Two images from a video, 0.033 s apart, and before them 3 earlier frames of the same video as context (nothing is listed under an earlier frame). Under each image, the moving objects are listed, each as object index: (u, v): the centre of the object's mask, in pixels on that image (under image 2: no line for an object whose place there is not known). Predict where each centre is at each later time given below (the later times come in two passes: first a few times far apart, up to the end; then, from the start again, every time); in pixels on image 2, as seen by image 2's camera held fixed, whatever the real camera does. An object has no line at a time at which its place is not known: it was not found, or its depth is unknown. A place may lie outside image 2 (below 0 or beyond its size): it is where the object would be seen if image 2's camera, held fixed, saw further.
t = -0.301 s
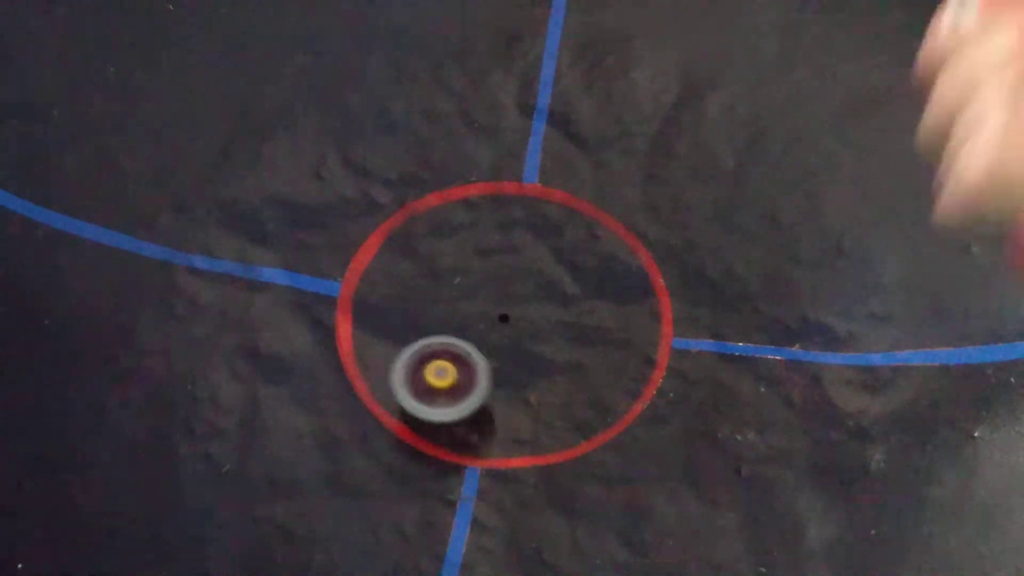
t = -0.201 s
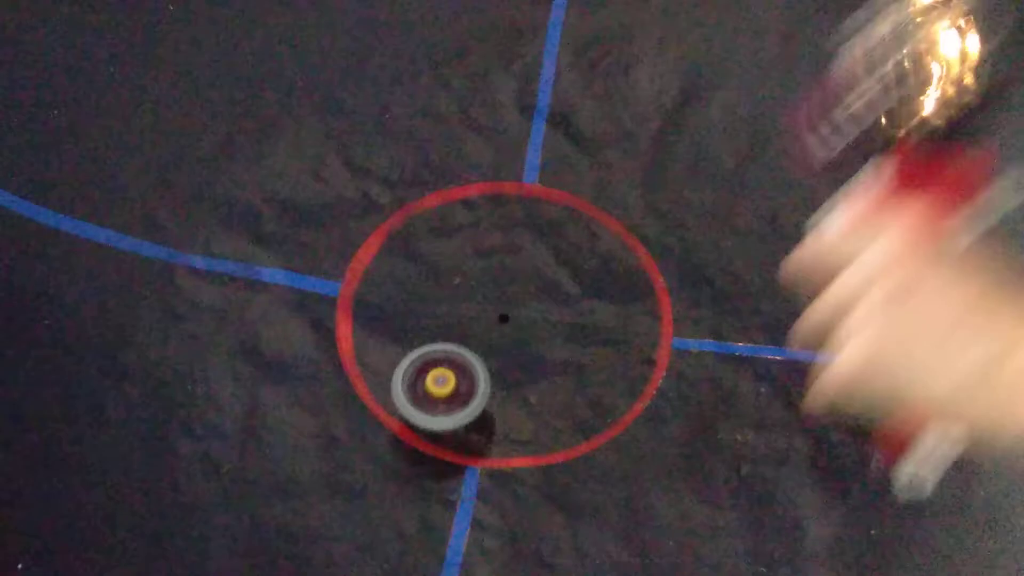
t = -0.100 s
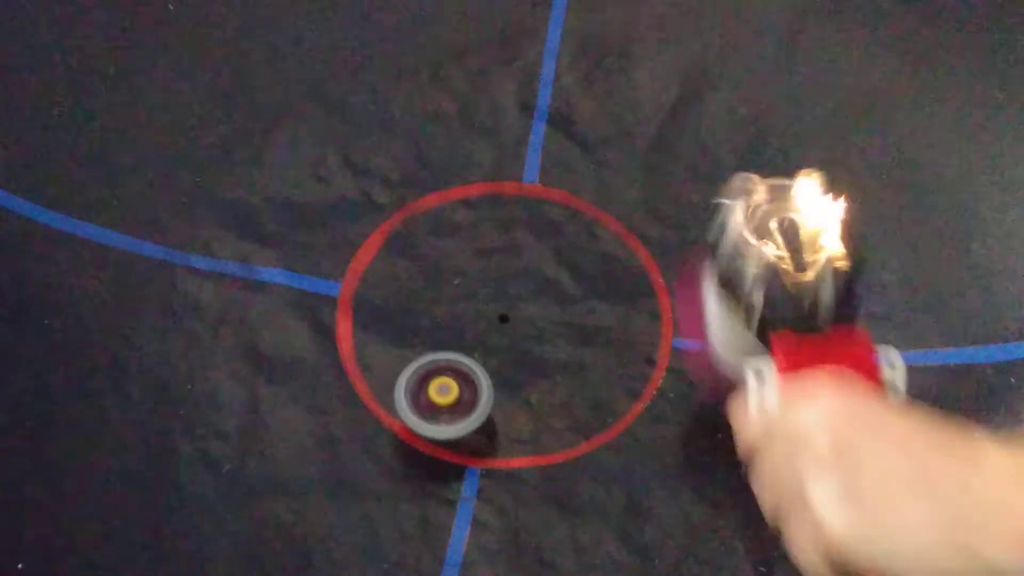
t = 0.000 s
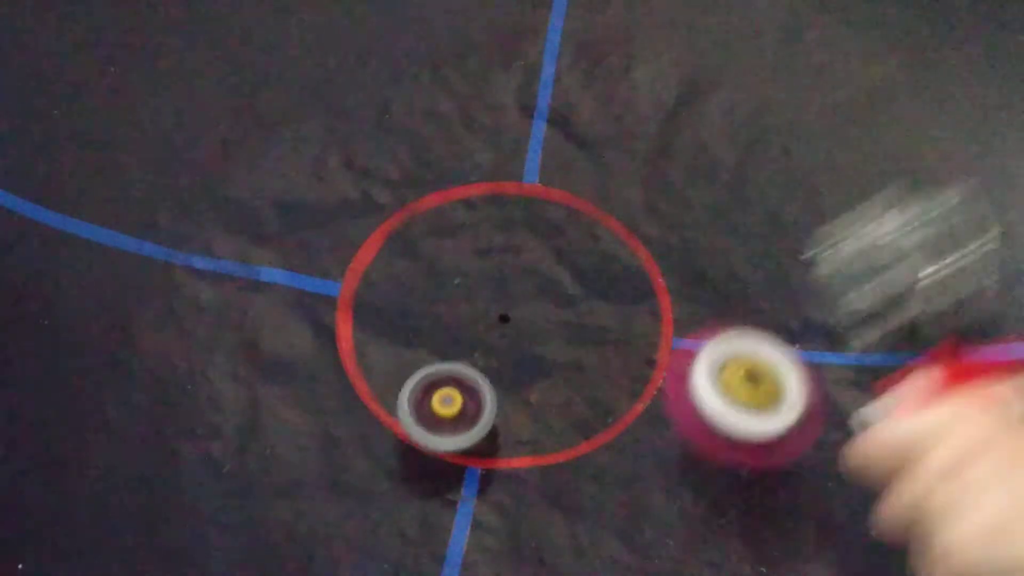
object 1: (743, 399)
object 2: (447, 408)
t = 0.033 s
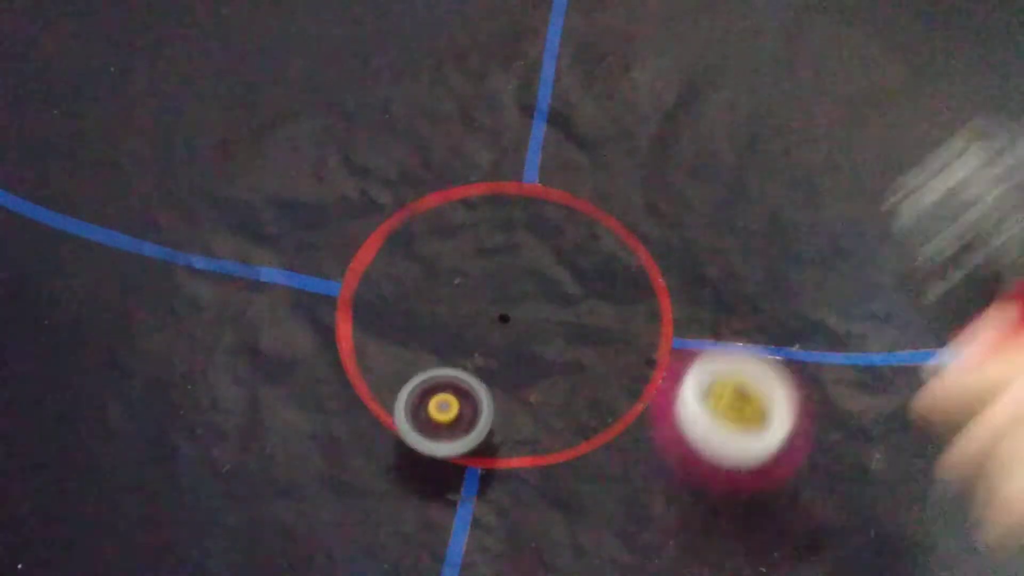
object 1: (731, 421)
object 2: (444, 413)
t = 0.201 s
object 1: (644, 482)
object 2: (429, 428)
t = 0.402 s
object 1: (532, 471)
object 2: (403, 401)
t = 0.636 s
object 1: (504, 385)
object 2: (362, 363)
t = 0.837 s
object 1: (537, 333)
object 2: (357, 343)
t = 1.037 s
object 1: (562, 261)
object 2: (336, 349)
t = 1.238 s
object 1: (574, 193)
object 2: (364, 351)
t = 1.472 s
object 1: (566, 150)
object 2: (366, 335)
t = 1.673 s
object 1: (544, 136)
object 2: (367, 337)
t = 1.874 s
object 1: (527, 130)
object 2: (368, 310)
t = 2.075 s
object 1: (505, 146)
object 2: (411, 299)
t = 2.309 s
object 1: (504, 183)
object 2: (486, 290)
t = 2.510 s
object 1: (531, 195)
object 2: (526, 304)
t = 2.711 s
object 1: (550, 204)
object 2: (561, 306)
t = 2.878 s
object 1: (565, 207)
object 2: (572, 310)
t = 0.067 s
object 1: (715, 453)
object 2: (441, 419)
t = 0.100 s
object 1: (699, 466)
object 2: (434, 423)
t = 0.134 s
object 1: (685, 465)
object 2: (430, 426)
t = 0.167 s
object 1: (667, 476)
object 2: (427, 427)
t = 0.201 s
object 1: (644, 482)
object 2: (429, 428)
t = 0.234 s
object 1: (615, 483)
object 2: (433, 430)
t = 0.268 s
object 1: (583, 482)
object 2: (439, 430)
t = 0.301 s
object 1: (559, 476)
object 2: (441, 429)
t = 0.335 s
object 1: (547, 475)
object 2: (429, 417)
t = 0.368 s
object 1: (540, 475)
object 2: (415, 407)
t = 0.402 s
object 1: (532, 471)
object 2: (403, 401)
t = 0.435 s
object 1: (524, 461)
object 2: (393, 396)
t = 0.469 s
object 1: (516, 444)
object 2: (385, 395)
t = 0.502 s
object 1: (503, 425)
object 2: (383, 396)
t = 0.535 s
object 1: (500, 412)
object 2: (378, 389)
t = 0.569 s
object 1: (502, 399)
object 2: (372, 378)
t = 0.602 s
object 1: (504, 392)
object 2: (368, 369)
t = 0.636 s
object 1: (504, 385)
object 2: (362, 363)
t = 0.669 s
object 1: (504, 375)
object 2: (356, 358)
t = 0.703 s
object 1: (507, 367)
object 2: (355, 353)
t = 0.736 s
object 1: (512, 359)
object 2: (357, 351)
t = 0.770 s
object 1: (519, 350)
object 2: (358, 348)
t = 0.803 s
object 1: (529, 341)
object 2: (358, 346)
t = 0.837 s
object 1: (537, 333)
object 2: (357, 343)
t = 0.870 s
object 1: (543, 325)
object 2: (355, 342)
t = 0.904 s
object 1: (549, 313)
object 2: (349, 340)
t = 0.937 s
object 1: (554, 299)
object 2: (340, 341)
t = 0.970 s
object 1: (558, 284)
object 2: (335, 344)
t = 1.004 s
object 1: (559, 273)
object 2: (334, 347)
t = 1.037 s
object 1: (562, 261)
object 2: (336, 349)
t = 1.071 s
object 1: (564, 246)
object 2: (342, 351)
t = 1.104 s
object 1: (566, 233)
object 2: (347, 351)
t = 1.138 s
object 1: (571, 218)
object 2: (352, 351)
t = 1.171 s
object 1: (573, 208)
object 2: (359, 351)
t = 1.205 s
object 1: (574, 201)
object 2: (364, 352)
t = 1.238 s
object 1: (574, 193)
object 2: (364, 351)
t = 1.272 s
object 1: (575, 187)
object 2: (363, 348)
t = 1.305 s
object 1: (577, 180)
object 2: (362, 346)
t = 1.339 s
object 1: (578, 175)
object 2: (362, 344)
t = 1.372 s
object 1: (579, 169)
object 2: (362, 341)
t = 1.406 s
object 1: (577, 161)
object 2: (365, 339)
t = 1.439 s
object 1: (572, 155)
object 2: (366, 337)
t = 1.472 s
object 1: (566, 150)
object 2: (366, 335)
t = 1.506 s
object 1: (563, 146)
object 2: (365, 334)
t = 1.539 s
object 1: (560, 144)
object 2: (364, 335)
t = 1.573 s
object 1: (556, 143)
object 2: (363, 335)
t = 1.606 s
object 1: (553, 140)
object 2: (364, 336)
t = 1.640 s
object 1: (549, 138)
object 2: (366, 336)
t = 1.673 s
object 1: (544, 136)
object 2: (367, 337)
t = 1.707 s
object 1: (541, 135)
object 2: (366, 338)
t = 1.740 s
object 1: (537, 134)
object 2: (365, 338)
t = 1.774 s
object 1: (534, 133)
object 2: (365, 333)
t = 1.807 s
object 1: (532, 132)
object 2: (366, 325)
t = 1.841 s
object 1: (530, 132)
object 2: (366, 317)
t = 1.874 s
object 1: (527, 130)
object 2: (368, 310)
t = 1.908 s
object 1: (524, 130)
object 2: (373, 306)
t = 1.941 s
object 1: (519, 130)
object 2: (377, 304)
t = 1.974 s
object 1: (515, 133)
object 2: (385, 302)
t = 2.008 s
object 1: (513, 137)
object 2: (393, 299)
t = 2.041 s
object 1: (509, 142)
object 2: (401, 298)
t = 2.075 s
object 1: (505, 146)
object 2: (411, 299)
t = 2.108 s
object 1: (500, 150)
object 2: (423, 303)
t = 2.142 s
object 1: (498, 154)
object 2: (432, 305)
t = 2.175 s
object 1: (496, 159)
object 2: (438, 304)
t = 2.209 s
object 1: (496, 164)
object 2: (450, 302)
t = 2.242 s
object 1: (497, 171)
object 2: (463, 300)
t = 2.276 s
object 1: (500, 177)
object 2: (474, 294)
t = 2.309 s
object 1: (504, 183)
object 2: (486, 290)
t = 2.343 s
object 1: (507, 187)
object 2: (497, 287)
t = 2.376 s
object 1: (509, 190)
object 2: (503, 290)
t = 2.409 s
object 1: (514, 194)
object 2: (507, 295)
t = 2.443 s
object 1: (521, 197)
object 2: (511, 299)
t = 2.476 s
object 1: (526, 196)
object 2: (518, 302)
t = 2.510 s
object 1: (531, 195)
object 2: (526, 304)
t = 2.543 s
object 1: (534, 195)
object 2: (536, 303)
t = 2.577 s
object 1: (537, 198)
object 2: (542, 301)
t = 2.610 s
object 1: (538, 200)
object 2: (547, 301)
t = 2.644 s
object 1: (541, 203)
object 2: (553, 303)
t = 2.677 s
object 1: (545, 203)
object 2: (557, 305)
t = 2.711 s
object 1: (550, 204)
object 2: (561, 306)
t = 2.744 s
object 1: (556, 204)
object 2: (563, 307)
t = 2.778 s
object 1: (560, 205)
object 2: (564, 308)
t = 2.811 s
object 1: (563, 206)
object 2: (566, 309)
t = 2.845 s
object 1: (565, 207)
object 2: (568, 310)
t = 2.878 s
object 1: (565, 207)
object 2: (572, 310)
